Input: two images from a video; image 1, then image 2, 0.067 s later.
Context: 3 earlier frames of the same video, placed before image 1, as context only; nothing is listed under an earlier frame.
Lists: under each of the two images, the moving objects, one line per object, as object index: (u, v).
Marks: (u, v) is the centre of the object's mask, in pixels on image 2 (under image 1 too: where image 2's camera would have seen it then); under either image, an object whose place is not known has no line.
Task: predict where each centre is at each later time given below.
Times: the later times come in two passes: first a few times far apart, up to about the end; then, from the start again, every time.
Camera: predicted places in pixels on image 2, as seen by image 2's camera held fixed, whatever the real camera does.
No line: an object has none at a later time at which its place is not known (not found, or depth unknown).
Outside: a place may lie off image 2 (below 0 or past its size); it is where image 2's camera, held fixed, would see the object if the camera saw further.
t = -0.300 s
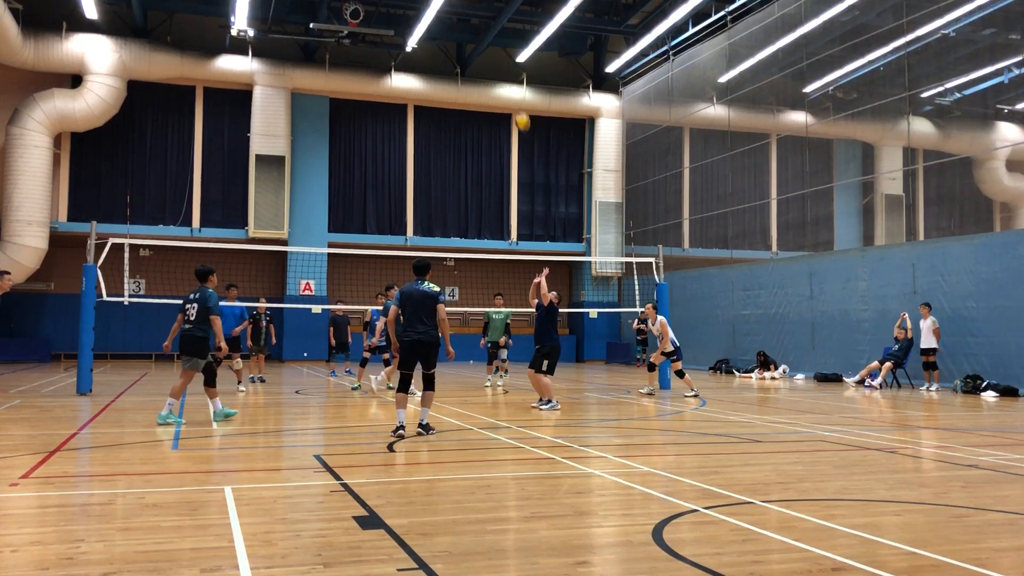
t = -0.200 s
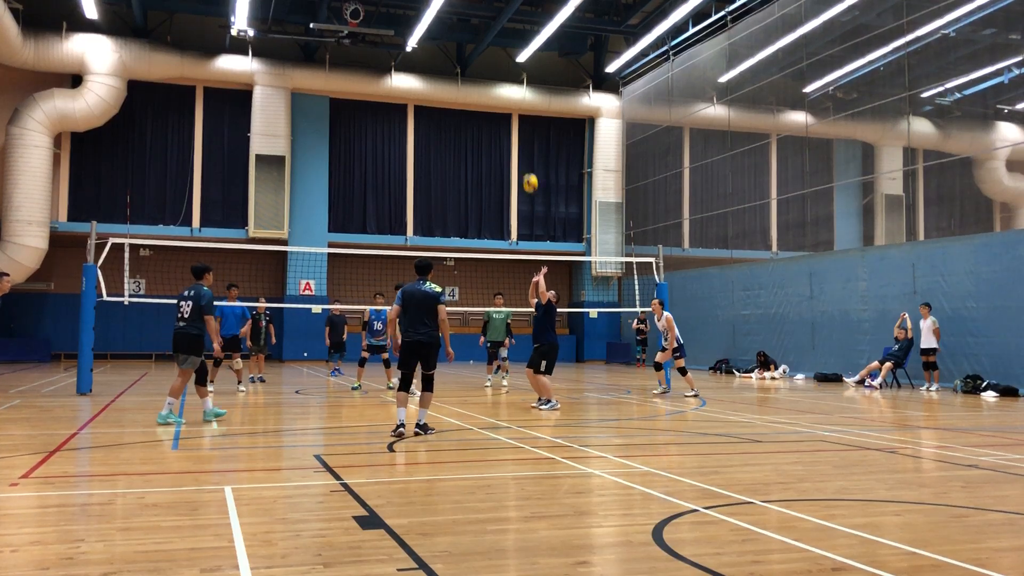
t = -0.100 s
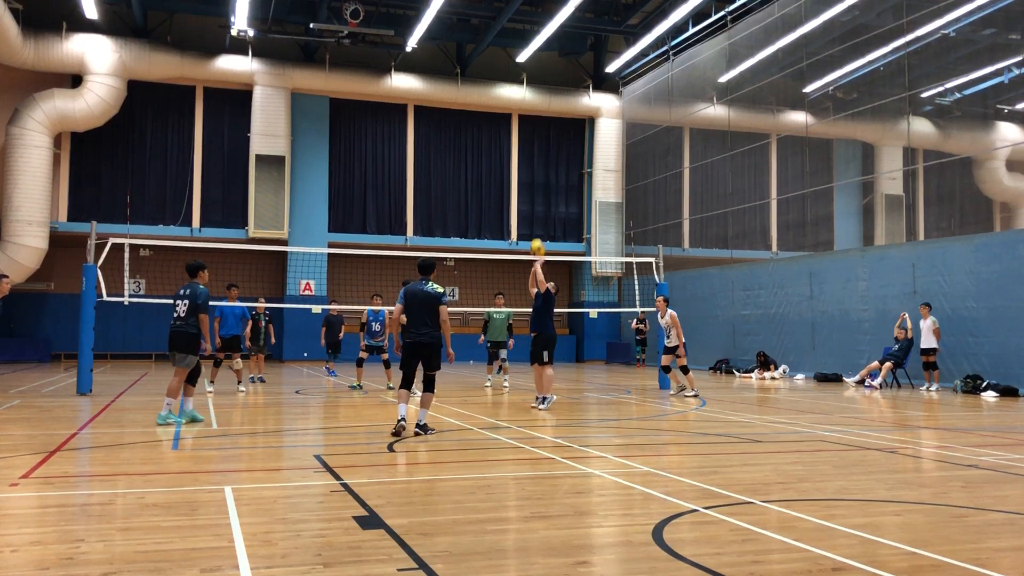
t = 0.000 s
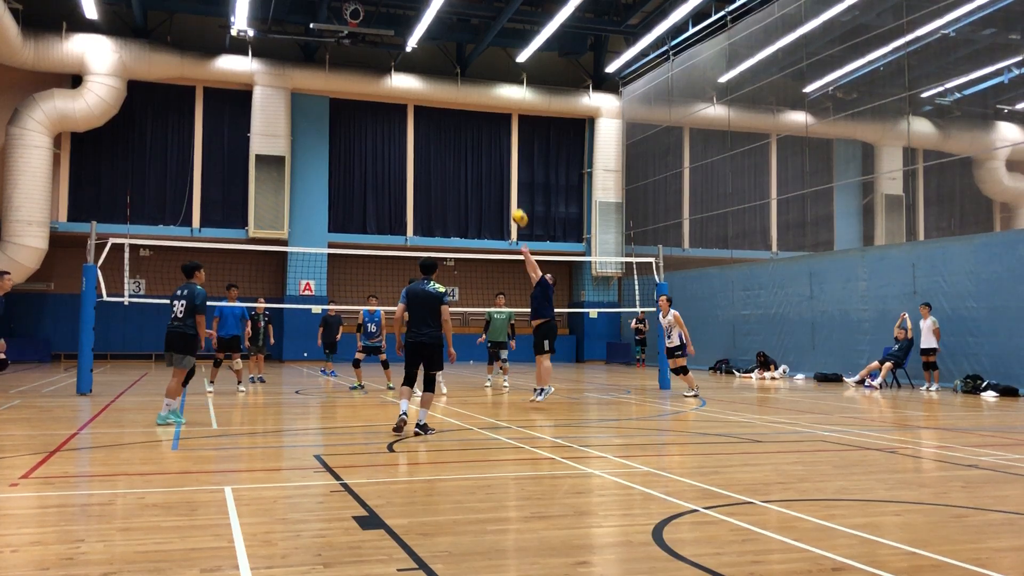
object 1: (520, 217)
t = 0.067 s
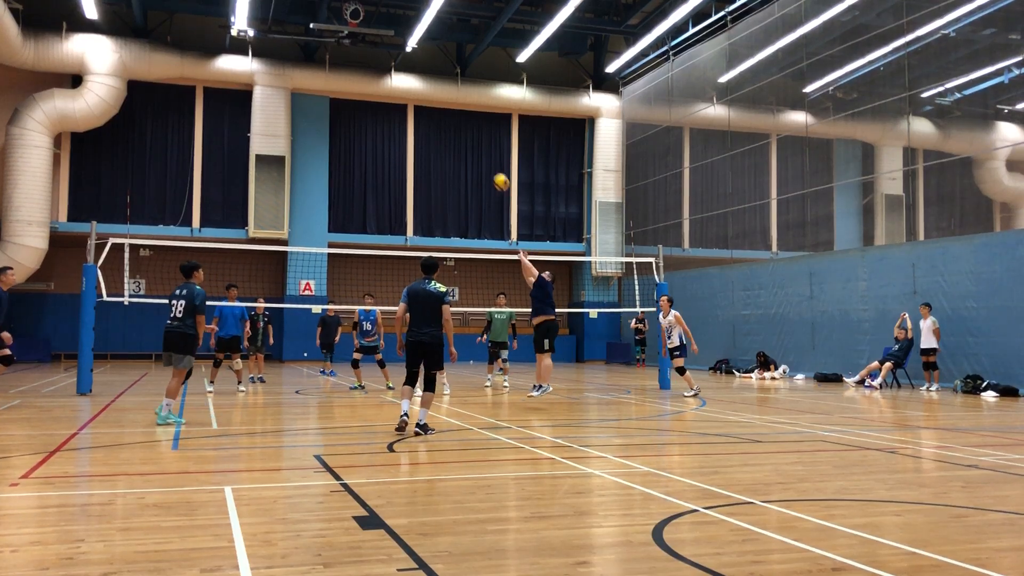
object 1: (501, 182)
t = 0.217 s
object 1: (461, 115)
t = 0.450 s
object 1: (401, 46)
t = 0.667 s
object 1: (349, 17)
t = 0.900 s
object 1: (294, 22)
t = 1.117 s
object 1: (245, 59)
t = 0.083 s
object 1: (497, 173)
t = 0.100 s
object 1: (492, 165)
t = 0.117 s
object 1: (488, 158)
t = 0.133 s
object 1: (483, 150)
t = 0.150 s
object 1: (479, 142)
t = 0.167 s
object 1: (475, 135)
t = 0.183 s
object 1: (470, 128)
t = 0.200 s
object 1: (465, 121)
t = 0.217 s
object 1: (461, 115)
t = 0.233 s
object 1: (456, 109)
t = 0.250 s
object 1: (452, 103)
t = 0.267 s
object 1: (448, 96)
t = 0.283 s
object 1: (444, 90)
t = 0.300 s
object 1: (440, 84)
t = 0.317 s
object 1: (435, 79)
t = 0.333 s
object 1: (431, 74)
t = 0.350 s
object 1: (427, 69)
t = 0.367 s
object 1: (423, 65)
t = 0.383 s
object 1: (419, 61)
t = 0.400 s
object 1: (414, 57)
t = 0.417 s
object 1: (411, 53)
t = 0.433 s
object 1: (406, 50)
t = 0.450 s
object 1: (401, 46)
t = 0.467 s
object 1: (398, 42)
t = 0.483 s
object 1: (394, 39)
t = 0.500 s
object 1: (390, 36)
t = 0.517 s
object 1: (386, 34)
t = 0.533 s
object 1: (382, 31)
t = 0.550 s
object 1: (378, 29)
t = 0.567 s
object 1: (374, 26)
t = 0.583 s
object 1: (370, 24)
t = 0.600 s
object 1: (366, 22)
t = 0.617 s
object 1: (362, 21)
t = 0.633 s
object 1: (357, 19)
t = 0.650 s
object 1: (354, 18)
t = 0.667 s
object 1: (349, 17)
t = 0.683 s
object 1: (345, 16)
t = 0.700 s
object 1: (341, 16)
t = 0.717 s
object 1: (337, 16)
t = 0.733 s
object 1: (333, 15)
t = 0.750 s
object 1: (329, 15)
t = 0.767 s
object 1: (326, 15)
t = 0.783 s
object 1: (322, 15)
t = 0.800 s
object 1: (318, 16)
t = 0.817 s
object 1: (314, 16)
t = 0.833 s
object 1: (310, 17)
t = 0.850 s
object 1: (306, 18)
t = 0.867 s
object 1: (302, 19)
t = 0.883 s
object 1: (298, 21)
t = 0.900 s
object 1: (294, 22)
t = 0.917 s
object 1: (290, 24)
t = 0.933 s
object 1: (286, 26)
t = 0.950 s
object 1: (283, 28)
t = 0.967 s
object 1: (279, 31)
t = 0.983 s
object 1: (275, 33)
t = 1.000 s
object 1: (271, 36)
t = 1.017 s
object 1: (268, 38)
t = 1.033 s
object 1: (264, 42)
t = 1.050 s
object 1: (260, 45)
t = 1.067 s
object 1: (256, 48)
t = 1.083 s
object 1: (252, 51)
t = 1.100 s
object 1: (249, 55)
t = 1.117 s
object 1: (245, 59)
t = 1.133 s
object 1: (241, 64)
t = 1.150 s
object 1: (237, 69)
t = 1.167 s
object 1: (234, 73)
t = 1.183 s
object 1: (229, 77)
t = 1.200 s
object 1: (225, 82)
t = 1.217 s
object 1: (222, 87)
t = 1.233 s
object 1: (218, 92)
